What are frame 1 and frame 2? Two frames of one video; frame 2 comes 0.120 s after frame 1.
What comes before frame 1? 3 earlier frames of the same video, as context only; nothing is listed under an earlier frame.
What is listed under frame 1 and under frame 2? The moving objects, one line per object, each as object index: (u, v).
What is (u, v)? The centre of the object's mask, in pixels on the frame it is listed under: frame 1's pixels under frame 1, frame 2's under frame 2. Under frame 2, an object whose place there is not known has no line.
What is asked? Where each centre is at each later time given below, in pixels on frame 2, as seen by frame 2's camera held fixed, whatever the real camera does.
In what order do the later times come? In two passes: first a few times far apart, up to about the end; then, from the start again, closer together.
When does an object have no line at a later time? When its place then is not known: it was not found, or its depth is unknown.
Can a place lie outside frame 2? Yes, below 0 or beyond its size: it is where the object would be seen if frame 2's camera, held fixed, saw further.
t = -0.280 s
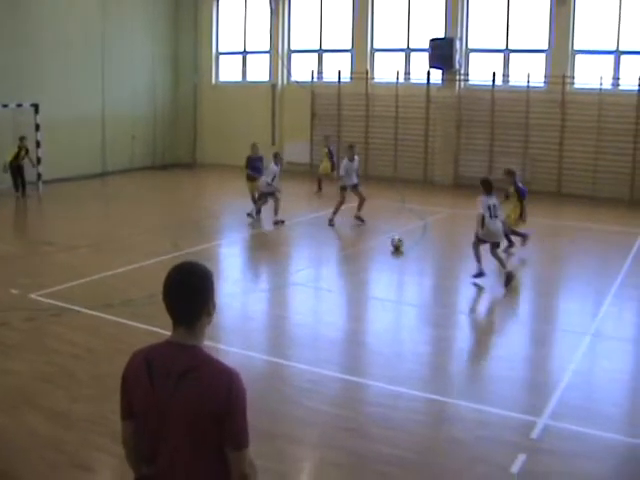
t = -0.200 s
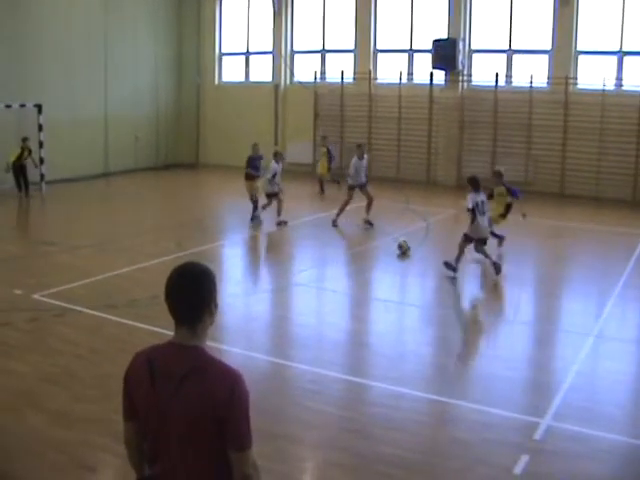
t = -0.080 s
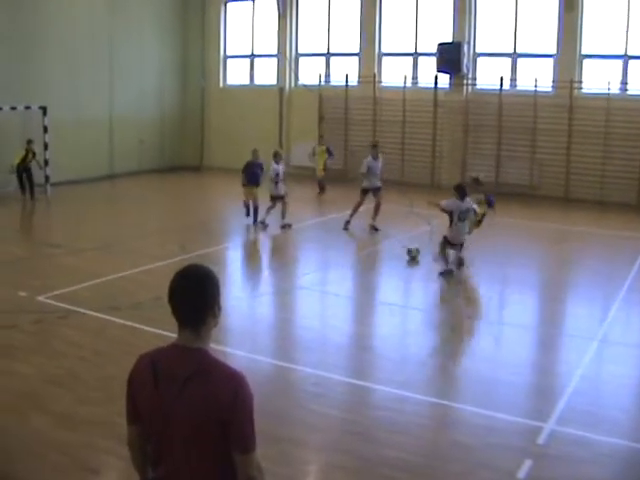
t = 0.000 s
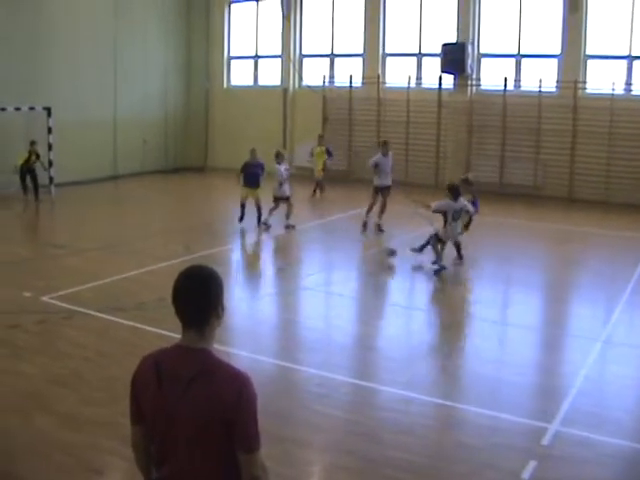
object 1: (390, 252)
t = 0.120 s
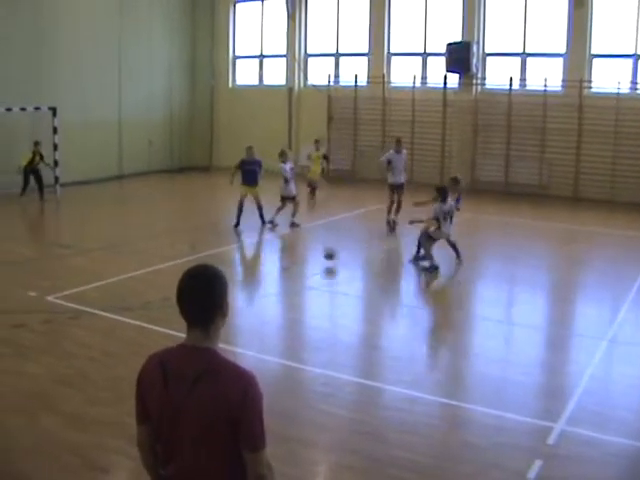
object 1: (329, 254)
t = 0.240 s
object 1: (265, 257)
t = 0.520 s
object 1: (132, 265)
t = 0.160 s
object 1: (307, 258)
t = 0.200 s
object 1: (287, 257)
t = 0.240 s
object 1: (265, 257)
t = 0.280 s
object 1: (246, 258)
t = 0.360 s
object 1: (207, 258)
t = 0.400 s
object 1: (185, 262)
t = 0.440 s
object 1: (168, 265)
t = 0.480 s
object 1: (150, 265)
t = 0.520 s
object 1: (132, 265)
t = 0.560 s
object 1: (114, 261)
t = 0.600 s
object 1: (96, 261)
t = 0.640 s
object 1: (79, 262)
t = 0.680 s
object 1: (61, 266)
